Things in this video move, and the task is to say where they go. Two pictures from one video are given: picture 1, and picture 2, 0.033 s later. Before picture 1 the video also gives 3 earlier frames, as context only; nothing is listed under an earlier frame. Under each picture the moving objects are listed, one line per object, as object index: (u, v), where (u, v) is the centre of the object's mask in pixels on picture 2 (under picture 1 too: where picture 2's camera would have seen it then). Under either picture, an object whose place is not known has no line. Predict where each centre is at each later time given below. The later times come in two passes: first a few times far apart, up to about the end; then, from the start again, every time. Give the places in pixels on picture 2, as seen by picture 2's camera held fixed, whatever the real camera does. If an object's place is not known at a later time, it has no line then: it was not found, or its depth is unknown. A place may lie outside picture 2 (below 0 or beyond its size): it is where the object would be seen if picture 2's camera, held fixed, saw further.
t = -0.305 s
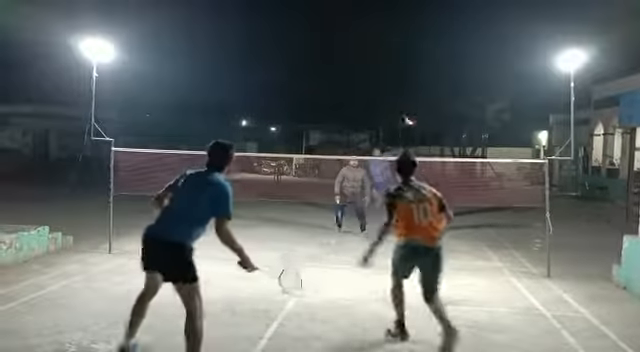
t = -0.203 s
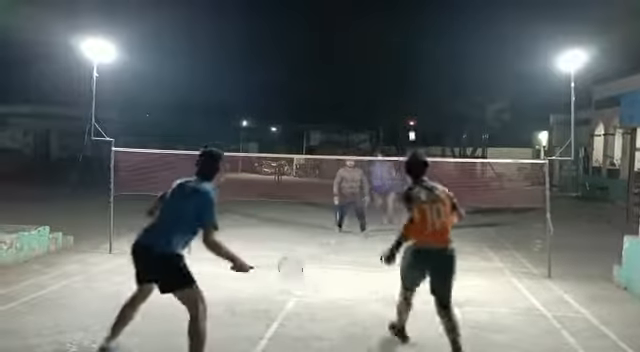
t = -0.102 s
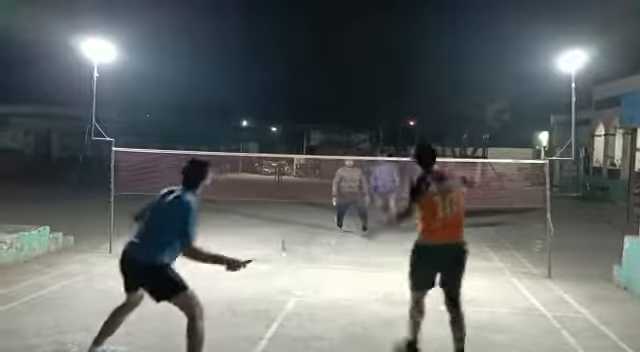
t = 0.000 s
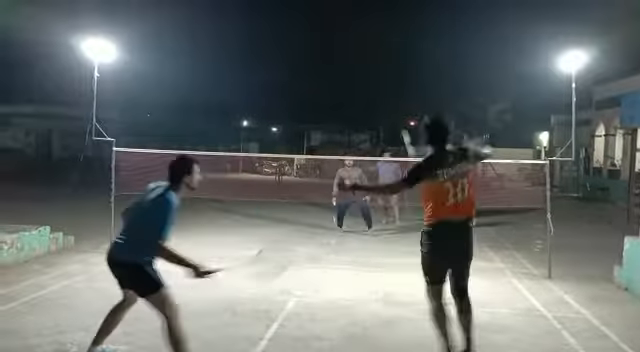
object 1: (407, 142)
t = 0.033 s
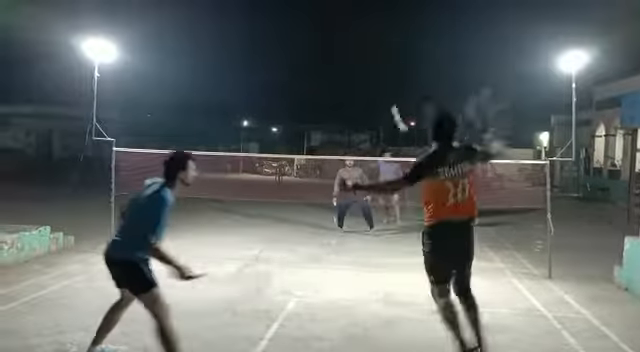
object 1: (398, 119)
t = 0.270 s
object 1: (372, 37)
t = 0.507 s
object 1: (363, 35)
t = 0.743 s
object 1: (358, 59)
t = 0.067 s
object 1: (391, 95)
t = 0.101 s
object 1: (387, 78)
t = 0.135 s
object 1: (383, 65)
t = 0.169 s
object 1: (378, 55)
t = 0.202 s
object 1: (376, 48)
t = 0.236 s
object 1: (374, 42)
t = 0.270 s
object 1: (372, 37)
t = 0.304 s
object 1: (370, 35)
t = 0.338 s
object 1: (368, 33)
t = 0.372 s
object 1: (367, 32)
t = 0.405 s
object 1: (366, 32)
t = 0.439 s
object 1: (365, 32)
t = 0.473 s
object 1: (363, 33)
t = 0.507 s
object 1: (363, 35)
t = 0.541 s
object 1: (362, 37)
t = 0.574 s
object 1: (361, 40)
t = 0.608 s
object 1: (361, 43)
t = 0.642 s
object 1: (360, 46)
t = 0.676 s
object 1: (359, 50)
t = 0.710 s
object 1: (359, 53)
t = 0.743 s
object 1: (358, 59)
